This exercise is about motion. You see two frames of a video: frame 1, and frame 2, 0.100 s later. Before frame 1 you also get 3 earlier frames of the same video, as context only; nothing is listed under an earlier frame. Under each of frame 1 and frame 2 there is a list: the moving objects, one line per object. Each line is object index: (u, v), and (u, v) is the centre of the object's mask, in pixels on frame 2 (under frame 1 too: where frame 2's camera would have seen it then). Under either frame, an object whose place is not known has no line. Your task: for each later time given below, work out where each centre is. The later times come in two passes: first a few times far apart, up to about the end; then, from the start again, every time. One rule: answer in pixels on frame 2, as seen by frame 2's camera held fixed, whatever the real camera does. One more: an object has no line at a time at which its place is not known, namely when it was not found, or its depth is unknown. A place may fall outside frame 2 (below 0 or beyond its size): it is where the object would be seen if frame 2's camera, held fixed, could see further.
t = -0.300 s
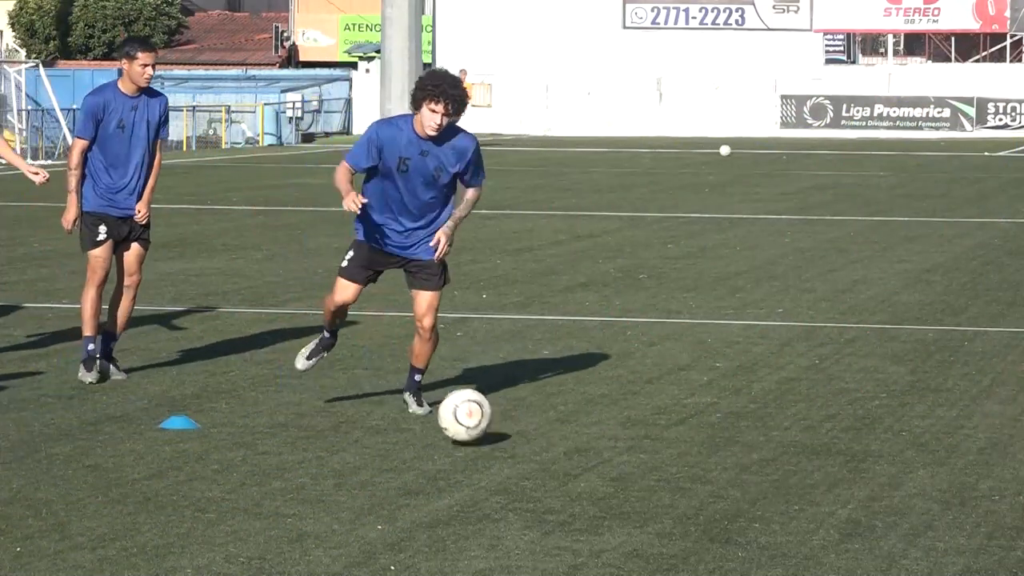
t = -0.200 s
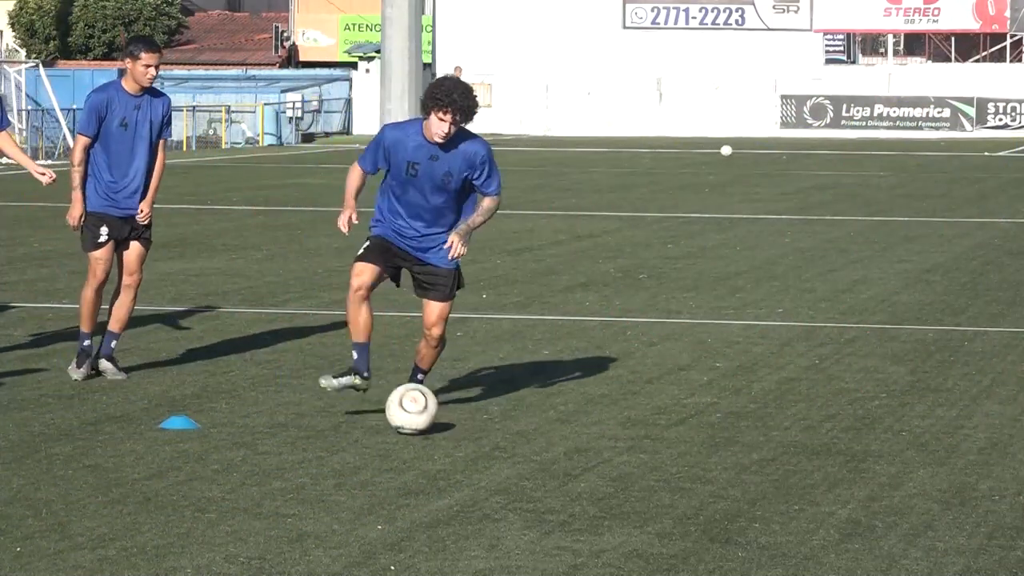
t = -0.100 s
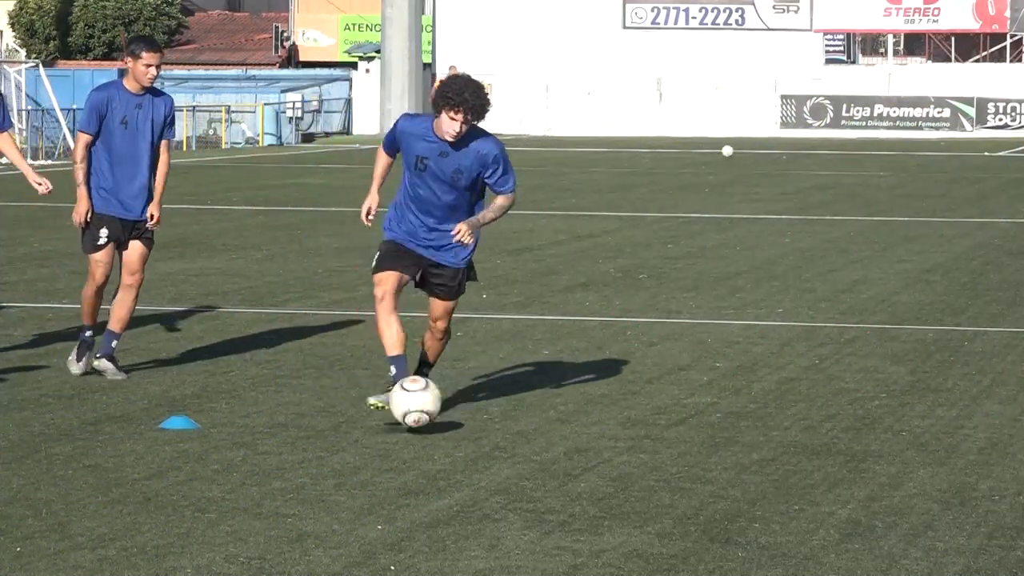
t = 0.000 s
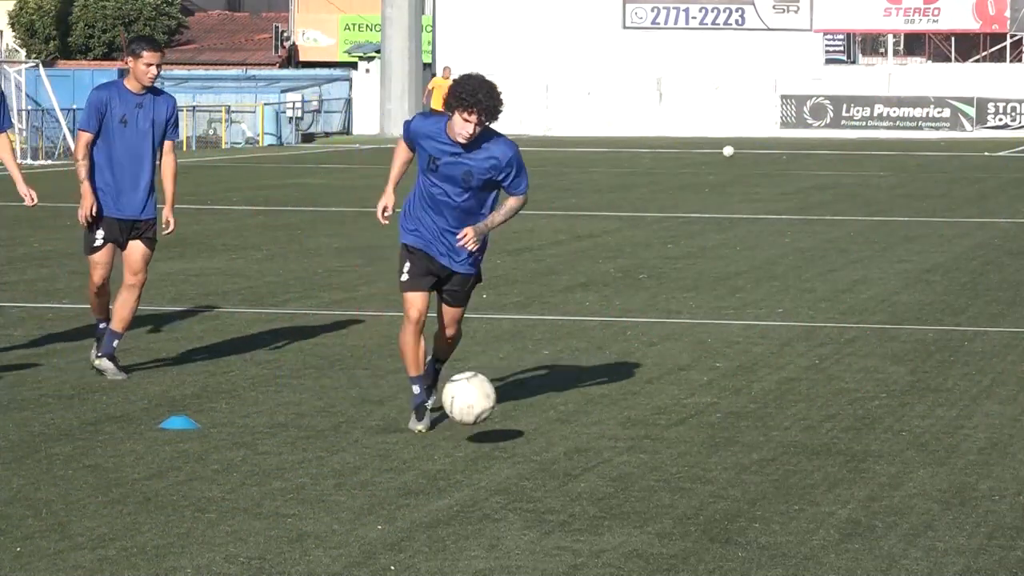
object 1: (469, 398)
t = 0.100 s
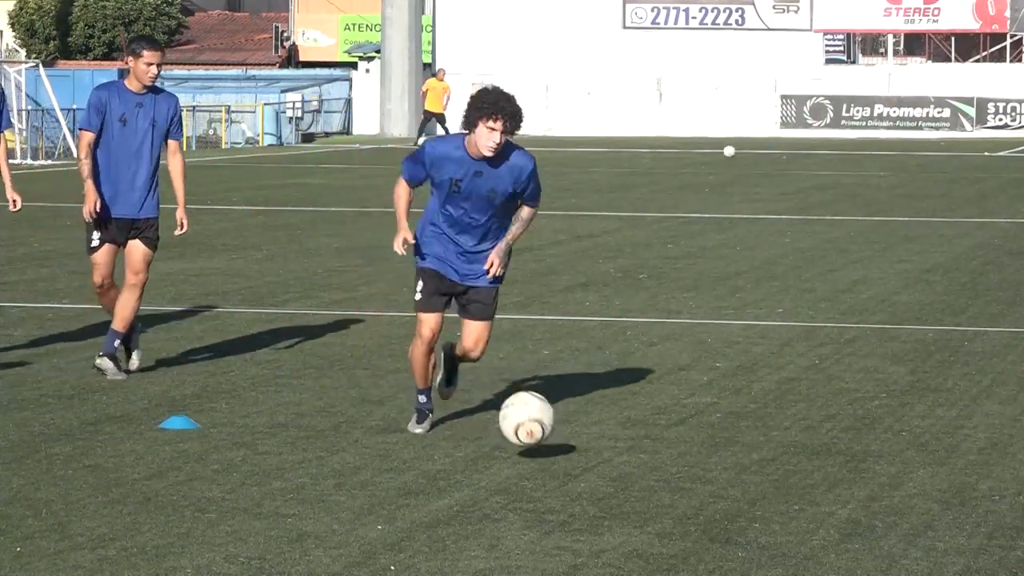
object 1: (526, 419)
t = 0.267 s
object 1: (624, 440)
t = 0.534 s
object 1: (797, 491)
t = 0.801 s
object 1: (995, 532)
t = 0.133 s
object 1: (546, 432)
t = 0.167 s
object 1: (565, 441)
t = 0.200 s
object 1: (585, 437)
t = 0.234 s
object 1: (605, 437)
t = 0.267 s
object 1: (624, 440)
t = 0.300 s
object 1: (644, 447)
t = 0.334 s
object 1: (665, 455)
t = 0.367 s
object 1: (687, 468)
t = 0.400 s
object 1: (708, 469)
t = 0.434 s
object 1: (729, 471)
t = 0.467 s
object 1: (751, 474)
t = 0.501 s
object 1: (773, 481)
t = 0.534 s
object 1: (797, 491)
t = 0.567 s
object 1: (820, 494)
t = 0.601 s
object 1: (844, 497)
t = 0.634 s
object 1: (869, 504)
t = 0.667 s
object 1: (894, 513)
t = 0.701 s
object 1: (919, 515)
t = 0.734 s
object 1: (945, 519)
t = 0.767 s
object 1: (970, 526)
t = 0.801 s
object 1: (995, 532)
